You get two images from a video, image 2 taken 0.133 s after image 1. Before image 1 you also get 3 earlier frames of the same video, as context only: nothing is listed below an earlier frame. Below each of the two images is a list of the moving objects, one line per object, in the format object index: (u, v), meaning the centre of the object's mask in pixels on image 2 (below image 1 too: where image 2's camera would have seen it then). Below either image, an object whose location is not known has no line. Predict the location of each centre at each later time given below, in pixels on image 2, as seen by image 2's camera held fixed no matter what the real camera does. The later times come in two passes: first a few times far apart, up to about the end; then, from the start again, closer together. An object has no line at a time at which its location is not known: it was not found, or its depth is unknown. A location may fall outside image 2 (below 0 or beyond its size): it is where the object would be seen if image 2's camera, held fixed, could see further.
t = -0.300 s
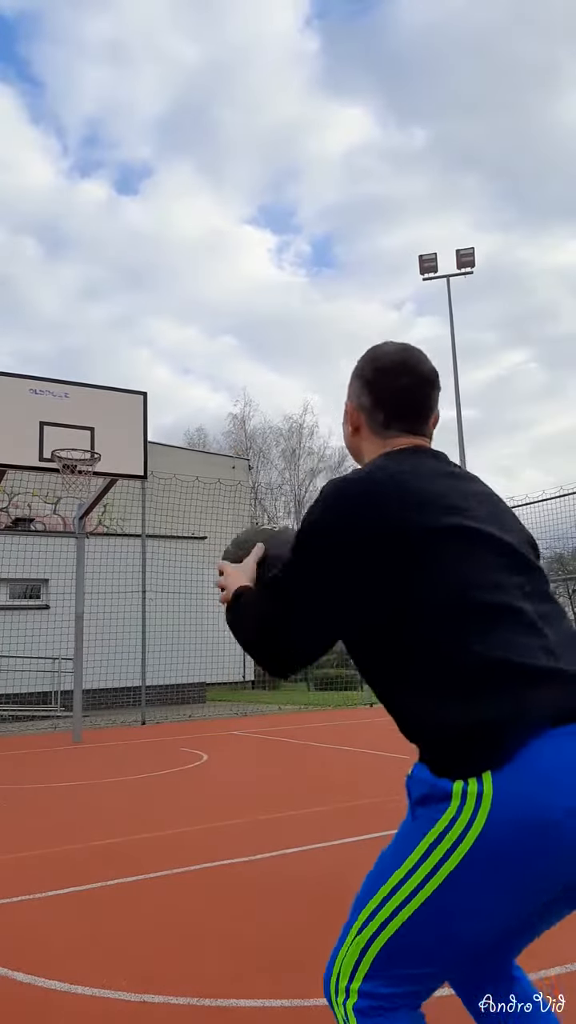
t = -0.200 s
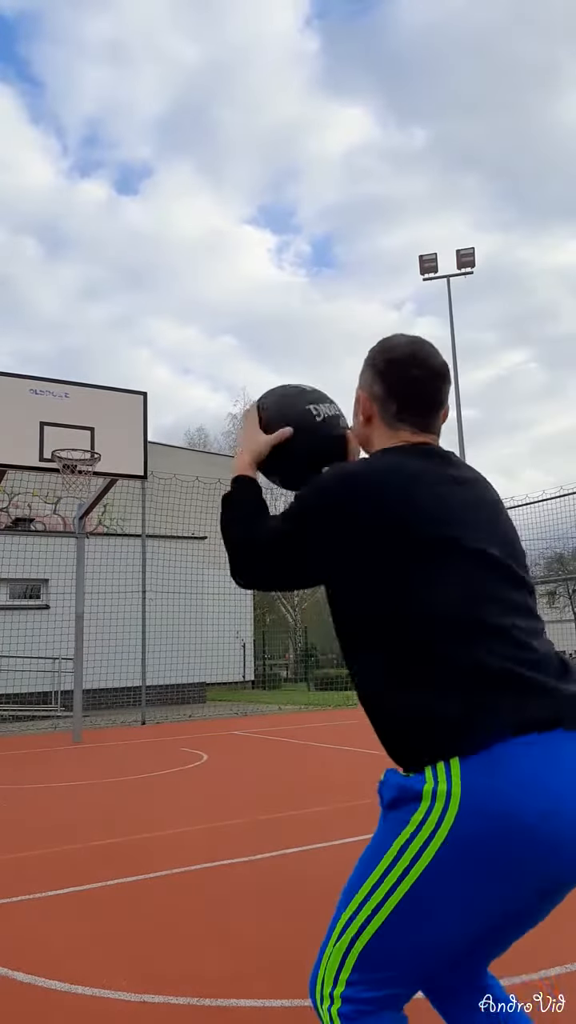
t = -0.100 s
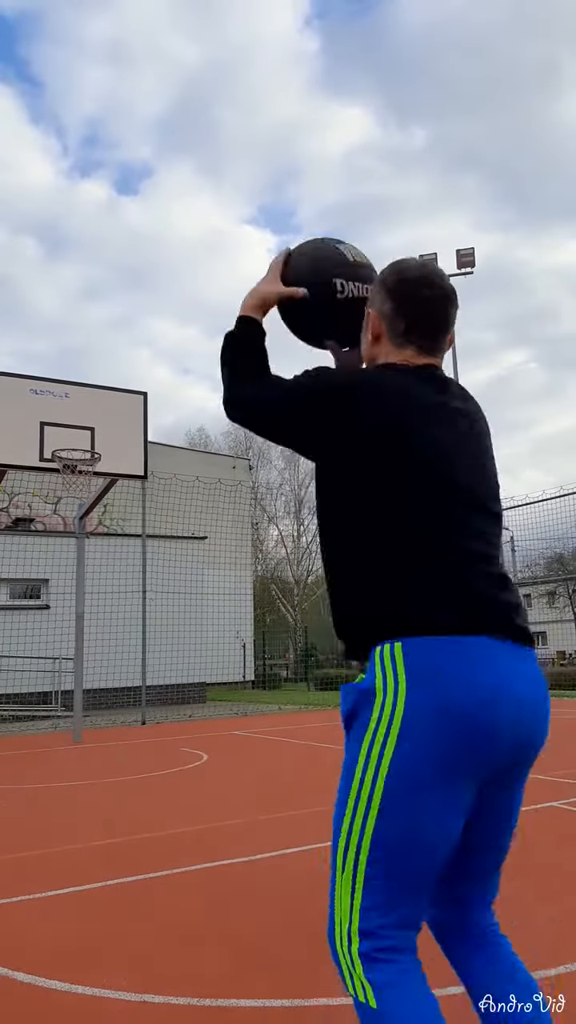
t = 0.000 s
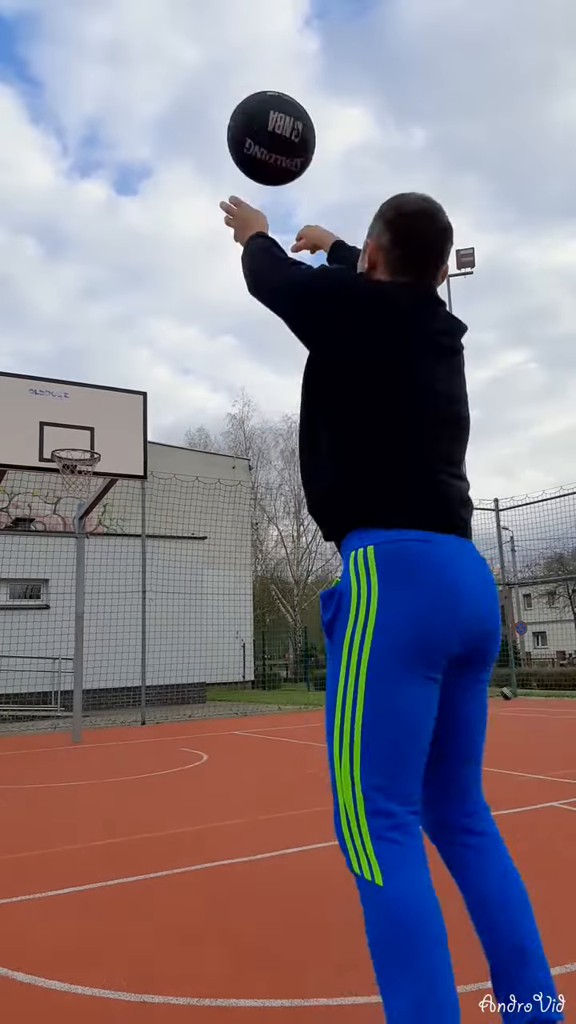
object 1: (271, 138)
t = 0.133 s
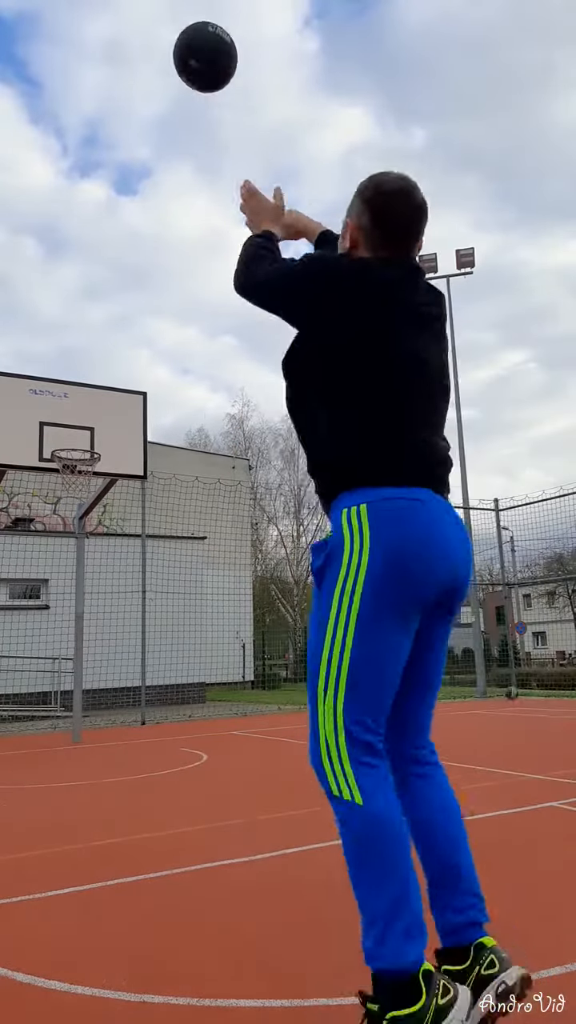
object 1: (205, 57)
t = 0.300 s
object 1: (162, 46)
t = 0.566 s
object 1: (123, 110)
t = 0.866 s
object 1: (99, 242)
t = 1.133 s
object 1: (86, 390)
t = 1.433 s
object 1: (73, 523)
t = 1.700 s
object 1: (64, 641)
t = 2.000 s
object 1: (54, 678)
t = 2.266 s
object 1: (49, 599)
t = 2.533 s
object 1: (43, 579)
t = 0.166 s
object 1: (194, 49)
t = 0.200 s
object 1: (184, 45)
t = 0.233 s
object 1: (176, 43)
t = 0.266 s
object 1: (169, 44)
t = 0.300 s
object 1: (162, 46)
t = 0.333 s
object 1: (156, 50)
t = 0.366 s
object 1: (150, 55)
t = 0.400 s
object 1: (145, 62)
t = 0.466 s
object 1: (135, 78)
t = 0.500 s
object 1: (131, 88)
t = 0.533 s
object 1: (127, 98)
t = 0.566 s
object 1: (123, 110)
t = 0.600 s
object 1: (120, 122)
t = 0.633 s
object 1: (117, 135)
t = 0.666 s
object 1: (114, 148)
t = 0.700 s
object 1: (111, 162)
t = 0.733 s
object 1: (109, 177)
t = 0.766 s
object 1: (106, 193)
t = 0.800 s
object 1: (104, 208)
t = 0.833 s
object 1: (101, 225)
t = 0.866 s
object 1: (99, 242)
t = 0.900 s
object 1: (97, 259)
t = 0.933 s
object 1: (95, 276)
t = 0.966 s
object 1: (94, 295)
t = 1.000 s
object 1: (92, 313)
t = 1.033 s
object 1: (90, 331)
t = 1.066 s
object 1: (89, 351)
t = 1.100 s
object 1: (87, 371)
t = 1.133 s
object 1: (86, 390)
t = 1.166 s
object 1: (84, 411)
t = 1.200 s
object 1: (82, 431)
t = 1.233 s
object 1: (81, 453)
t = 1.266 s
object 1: (82, 474)
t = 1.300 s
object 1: (79, 484)
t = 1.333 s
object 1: (78, 492)
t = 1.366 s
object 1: (76, 501)
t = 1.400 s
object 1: (75, 512)
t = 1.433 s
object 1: (73, 523)
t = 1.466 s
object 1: (73, 535)
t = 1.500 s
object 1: (71, 547)
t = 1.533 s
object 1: (70, 561)
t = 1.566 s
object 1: (69, 575)
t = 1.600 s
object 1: (67, 591)
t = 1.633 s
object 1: (66, 607)
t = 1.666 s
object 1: (65, 623)
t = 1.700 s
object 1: (64, 641)
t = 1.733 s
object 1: (62, 659)
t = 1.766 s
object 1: (61, 679)
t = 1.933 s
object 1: (55, 708)
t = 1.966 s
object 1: (55, 693)
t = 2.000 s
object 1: (54, 678)
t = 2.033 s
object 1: (54, 665)
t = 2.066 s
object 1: (53, 652)
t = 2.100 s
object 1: (52, 641)
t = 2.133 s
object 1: (51, 631)
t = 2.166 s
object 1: (51, 621)
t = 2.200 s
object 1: (50, 613)
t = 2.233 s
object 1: (49, 605)
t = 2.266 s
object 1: (49, 599)
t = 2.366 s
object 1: (47, 584)
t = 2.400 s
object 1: (46, 581)
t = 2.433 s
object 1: (45, 580)
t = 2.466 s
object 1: (44, 578)
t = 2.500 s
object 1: (44, 578)
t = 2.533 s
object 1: (43, 579)
